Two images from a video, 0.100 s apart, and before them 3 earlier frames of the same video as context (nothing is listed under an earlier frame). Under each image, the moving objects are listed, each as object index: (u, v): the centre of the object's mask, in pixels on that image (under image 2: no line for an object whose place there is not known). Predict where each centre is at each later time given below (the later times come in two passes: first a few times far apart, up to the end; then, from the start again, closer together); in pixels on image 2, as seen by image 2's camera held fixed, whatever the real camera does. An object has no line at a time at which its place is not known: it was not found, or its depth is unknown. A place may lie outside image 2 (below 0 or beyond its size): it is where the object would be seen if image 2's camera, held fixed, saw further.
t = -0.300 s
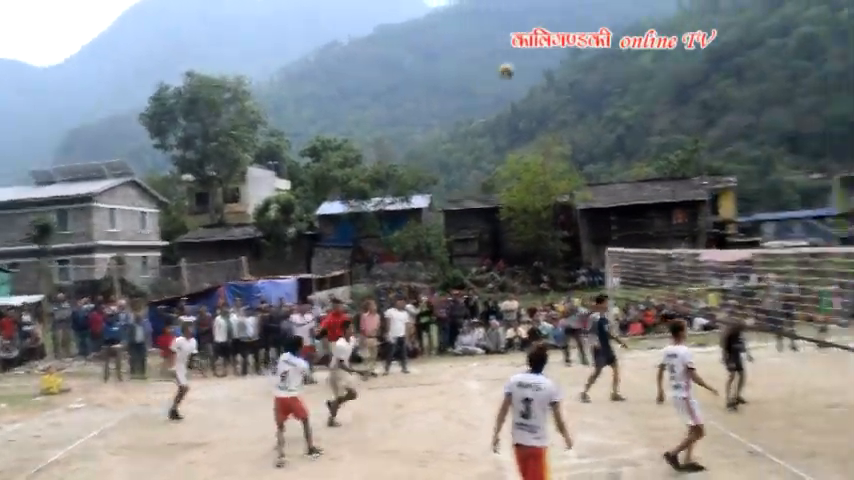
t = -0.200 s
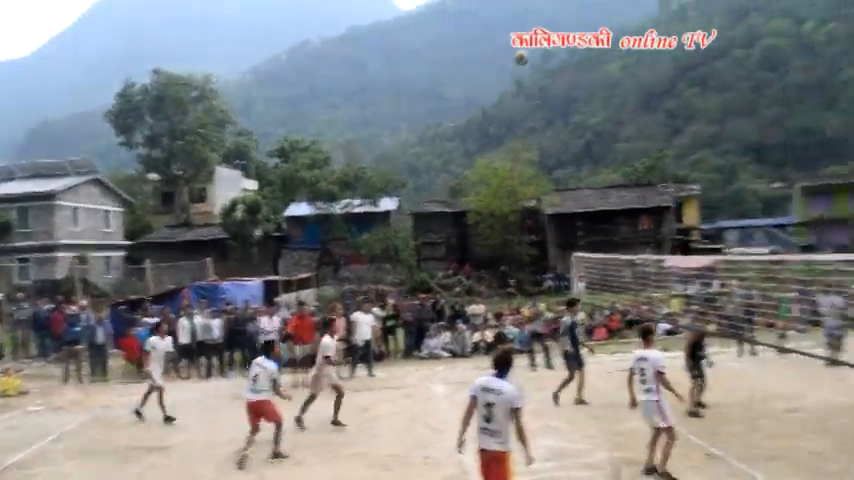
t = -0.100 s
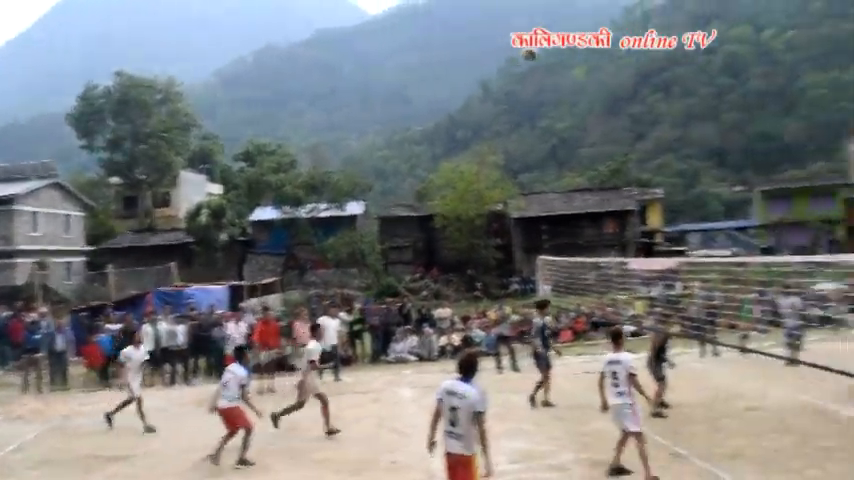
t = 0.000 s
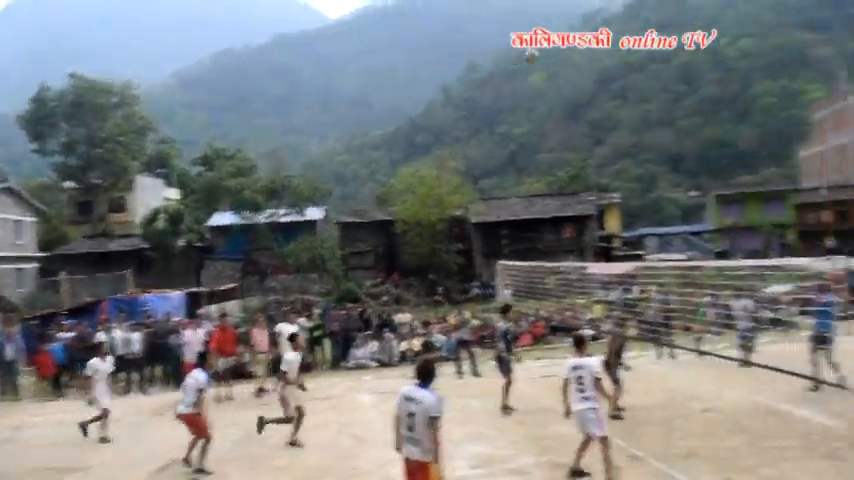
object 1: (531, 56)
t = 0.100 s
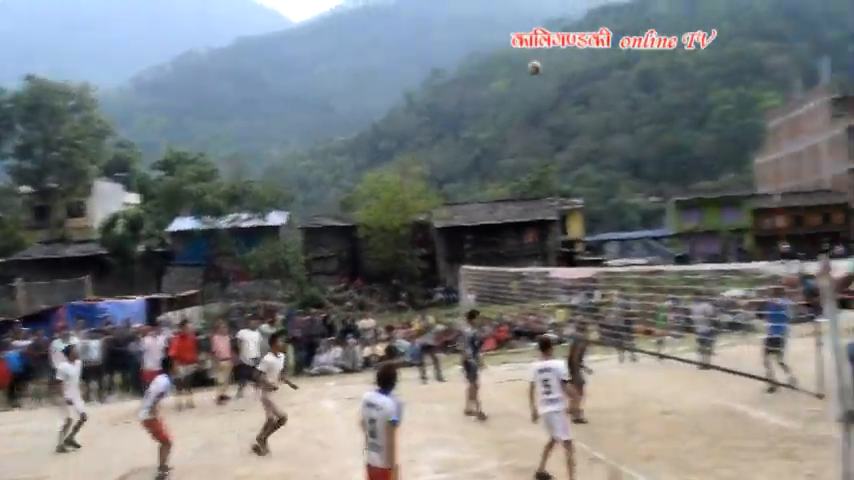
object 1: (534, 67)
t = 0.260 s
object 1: (594, 87)
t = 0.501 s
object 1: (681, 145)
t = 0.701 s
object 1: (748, 214)
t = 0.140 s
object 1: (549, 70)
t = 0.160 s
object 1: (557, 73)
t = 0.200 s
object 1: (572, 79)
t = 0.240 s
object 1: (587, 84)
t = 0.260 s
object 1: (594, 87)
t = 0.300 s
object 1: (610, 95)
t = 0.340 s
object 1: (626, 103)
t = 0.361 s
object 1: (632, 109)
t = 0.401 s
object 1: (646, 119)
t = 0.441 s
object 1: (660, 127)
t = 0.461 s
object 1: (667, 133)
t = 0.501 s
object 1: (681, 145)
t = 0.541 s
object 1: (694, 158)
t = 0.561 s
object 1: (701, 165)
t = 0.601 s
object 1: (716, 180)
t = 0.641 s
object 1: (727, 191)
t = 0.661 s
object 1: (734, 199)
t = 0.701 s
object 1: (748, 214)
